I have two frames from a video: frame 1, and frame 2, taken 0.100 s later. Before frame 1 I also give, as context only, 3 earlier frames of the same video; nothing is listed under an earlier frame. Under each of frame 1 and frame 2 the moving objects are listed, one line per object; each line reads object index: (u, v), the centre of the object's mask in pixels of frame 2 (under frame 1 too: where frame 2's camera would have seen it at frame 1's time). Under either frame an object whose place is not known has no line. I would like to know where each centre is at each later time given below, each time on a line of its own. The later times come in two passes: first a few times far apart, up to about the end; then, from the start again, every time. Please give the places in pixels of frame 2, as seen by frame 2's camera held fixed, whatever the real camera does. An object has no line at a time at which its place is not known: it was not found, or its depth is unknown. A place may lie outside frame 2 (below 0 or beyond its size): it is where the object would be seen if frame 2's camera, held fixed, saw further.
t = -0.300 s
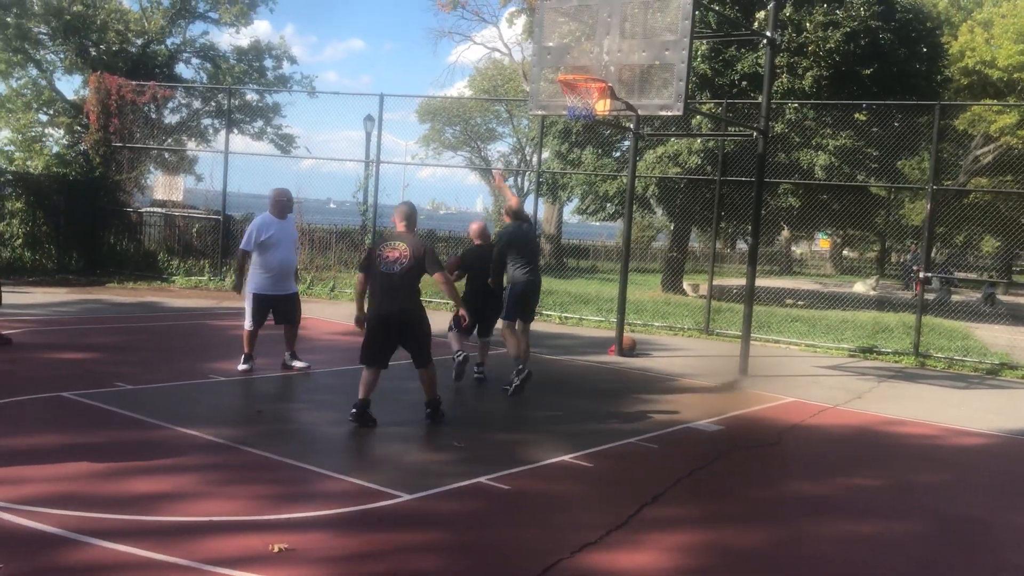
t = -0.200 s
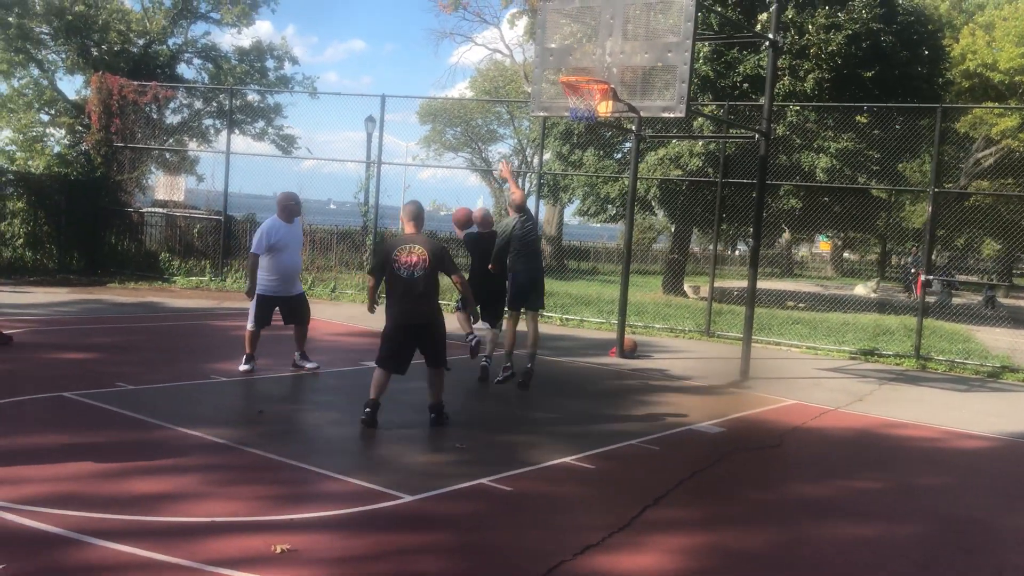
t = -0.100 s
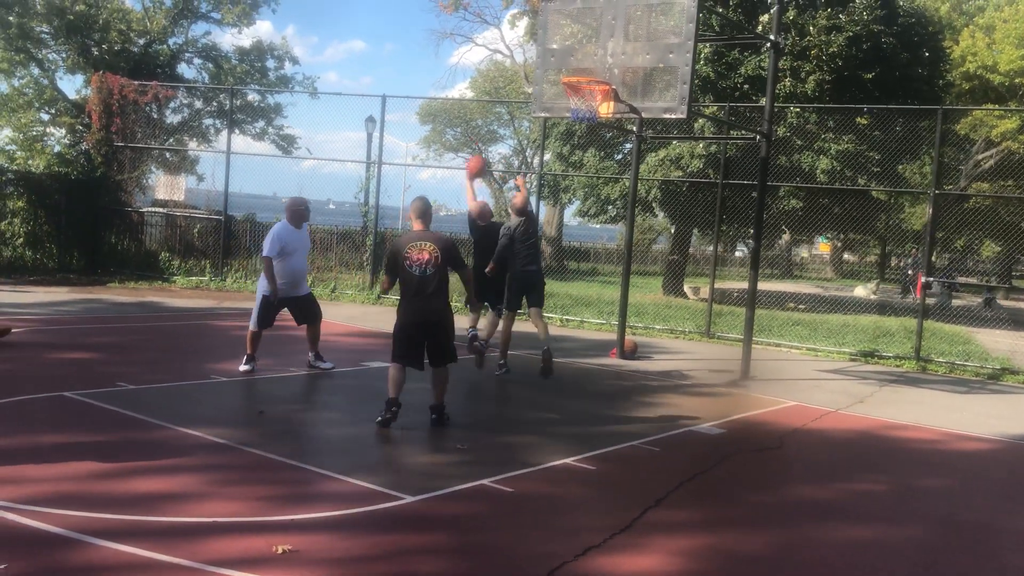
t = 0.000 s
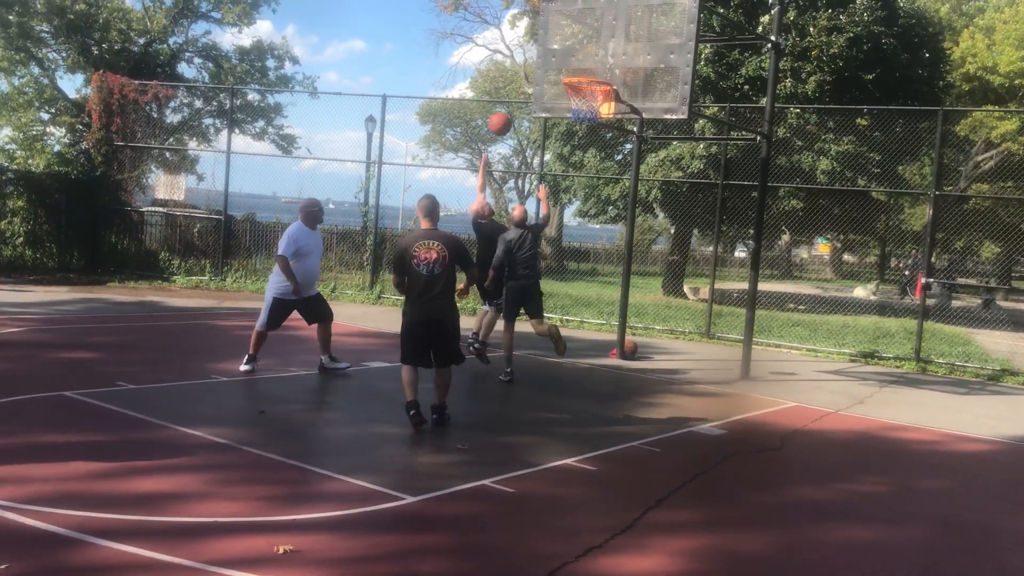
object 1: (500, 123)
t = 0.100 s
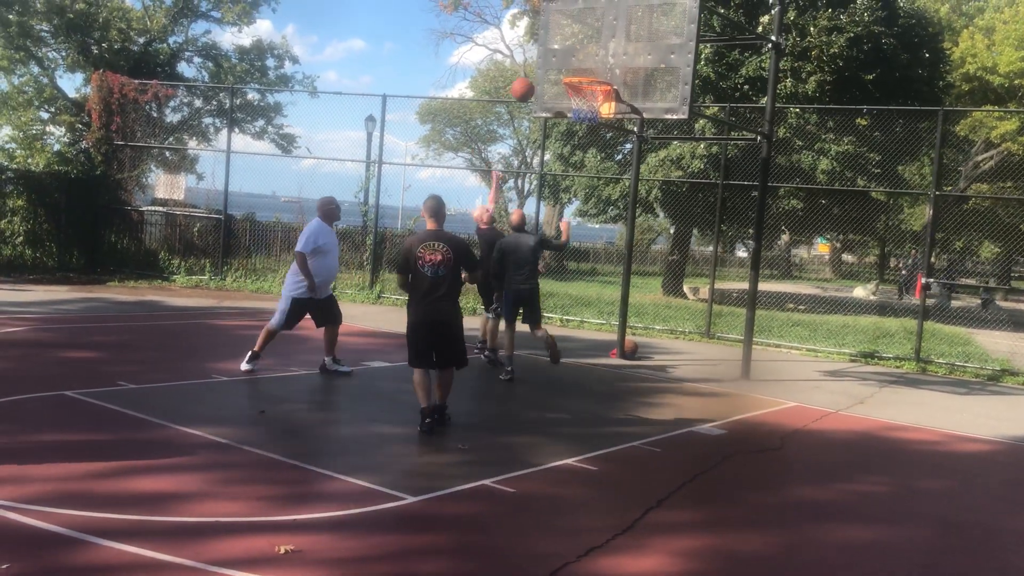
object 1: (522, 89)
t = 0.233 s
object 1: (552, 58)
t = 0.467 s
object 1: (600, 42)
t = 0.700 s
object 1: (638, 77)
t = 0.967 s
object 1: (660, 174)
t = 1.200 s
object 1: (675, 325)
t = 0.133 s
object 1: (530, 80)
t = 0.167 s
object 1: (537, 71)
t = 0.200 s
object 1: (544, 64)
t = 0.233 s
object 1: (552, 58)
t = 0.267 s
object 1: (559, 52)
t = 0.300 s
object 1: (566, 48)
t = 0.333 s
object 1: (573, 44)
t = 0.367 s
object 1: (579, 42)
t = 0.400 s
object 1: (587, 41)
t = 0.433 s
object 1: (594, 41)
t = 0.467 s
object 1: (600, 42)
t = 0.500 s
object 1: (607, 45)
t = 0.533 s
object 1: (613, 48)
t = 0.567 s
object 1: (619, 52)
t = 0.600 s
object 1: (627, 58)
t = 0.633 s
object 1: (631, 63)
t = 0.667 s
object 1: (634, 69)
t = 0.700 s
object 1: (638, 77)
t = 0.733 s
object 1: (640, 84)
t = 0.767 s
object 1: (644, 93)
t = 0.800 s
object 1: (647, 104)
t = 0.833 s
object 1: (650, 116)
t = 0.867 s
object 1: (653, 128)
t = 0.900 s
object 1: (655, 142)
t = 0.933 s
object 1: (658, 158)
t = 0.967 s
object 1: (660, 174)
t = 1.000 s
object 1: (662, 192)
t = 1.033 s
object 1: (665, 211)
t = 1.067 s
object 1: (666, 232)
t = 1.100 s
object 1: (669, 254)
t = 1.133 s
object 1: (670, 276)
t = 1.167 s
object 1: (674, 301)
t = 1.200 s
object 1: (675, 325)
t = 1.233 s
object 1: (678, 352)
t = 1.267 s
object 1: (681, 380)
